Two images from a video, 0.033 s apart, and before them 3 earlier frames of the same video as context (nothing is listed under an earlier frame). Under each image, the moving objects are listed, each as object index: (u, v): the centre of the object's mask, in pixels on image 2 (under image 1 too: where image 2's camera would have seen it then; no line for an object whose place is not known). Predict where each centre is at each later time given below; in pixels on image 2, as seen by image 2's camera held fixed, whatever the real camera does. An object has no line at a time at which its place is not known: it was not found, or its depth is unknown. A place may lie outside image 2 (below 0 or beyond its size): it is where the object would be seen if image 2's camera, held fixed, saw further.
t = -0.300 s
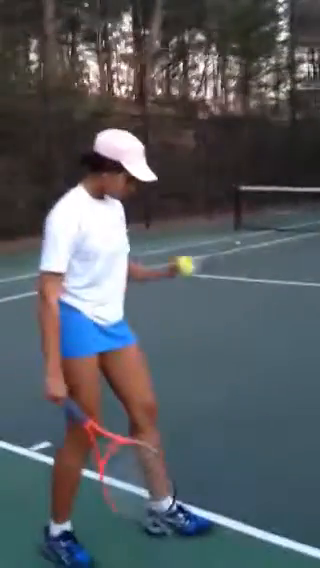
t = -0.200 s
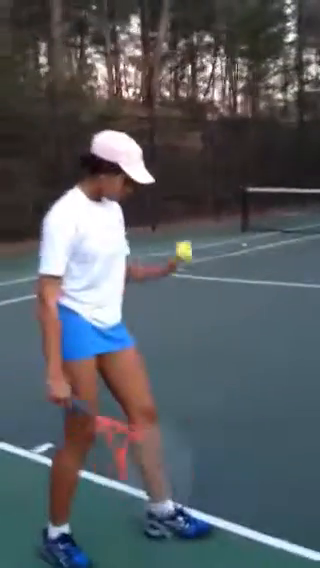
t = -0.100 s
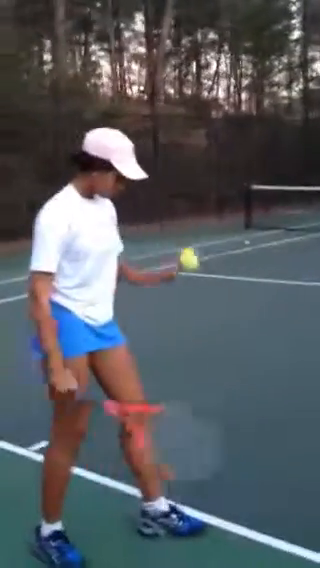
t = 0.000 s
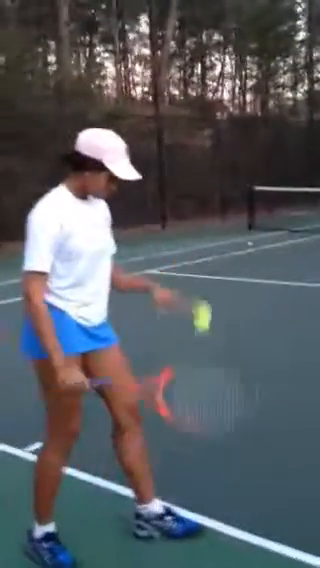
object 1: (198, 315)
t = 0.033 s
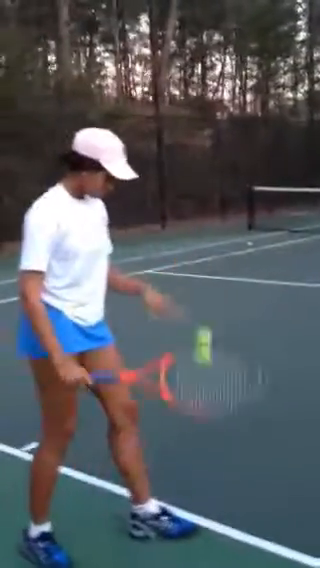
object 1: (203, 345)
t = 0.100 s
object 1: (211, 410)
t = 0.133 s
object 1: (216, 448)
